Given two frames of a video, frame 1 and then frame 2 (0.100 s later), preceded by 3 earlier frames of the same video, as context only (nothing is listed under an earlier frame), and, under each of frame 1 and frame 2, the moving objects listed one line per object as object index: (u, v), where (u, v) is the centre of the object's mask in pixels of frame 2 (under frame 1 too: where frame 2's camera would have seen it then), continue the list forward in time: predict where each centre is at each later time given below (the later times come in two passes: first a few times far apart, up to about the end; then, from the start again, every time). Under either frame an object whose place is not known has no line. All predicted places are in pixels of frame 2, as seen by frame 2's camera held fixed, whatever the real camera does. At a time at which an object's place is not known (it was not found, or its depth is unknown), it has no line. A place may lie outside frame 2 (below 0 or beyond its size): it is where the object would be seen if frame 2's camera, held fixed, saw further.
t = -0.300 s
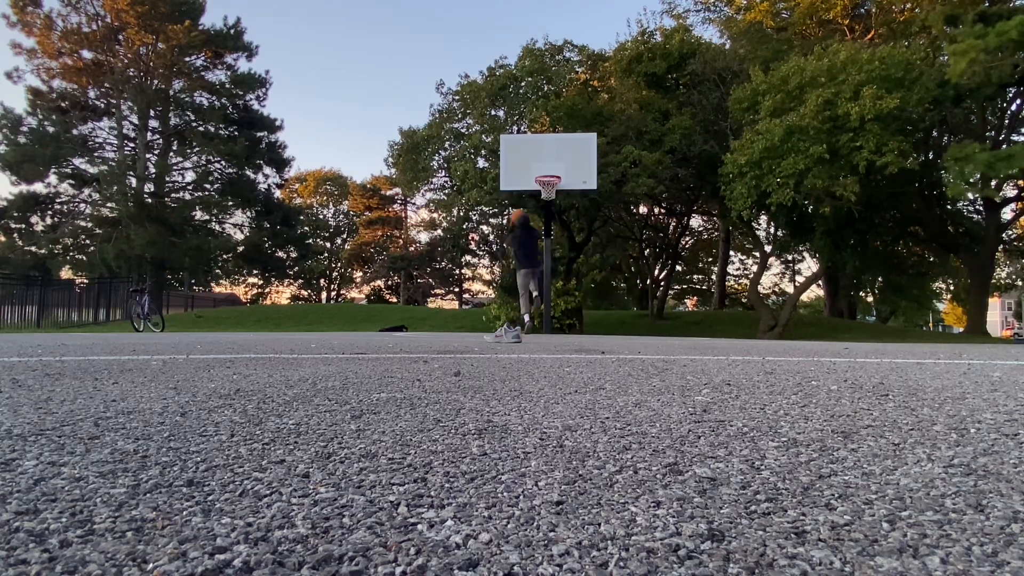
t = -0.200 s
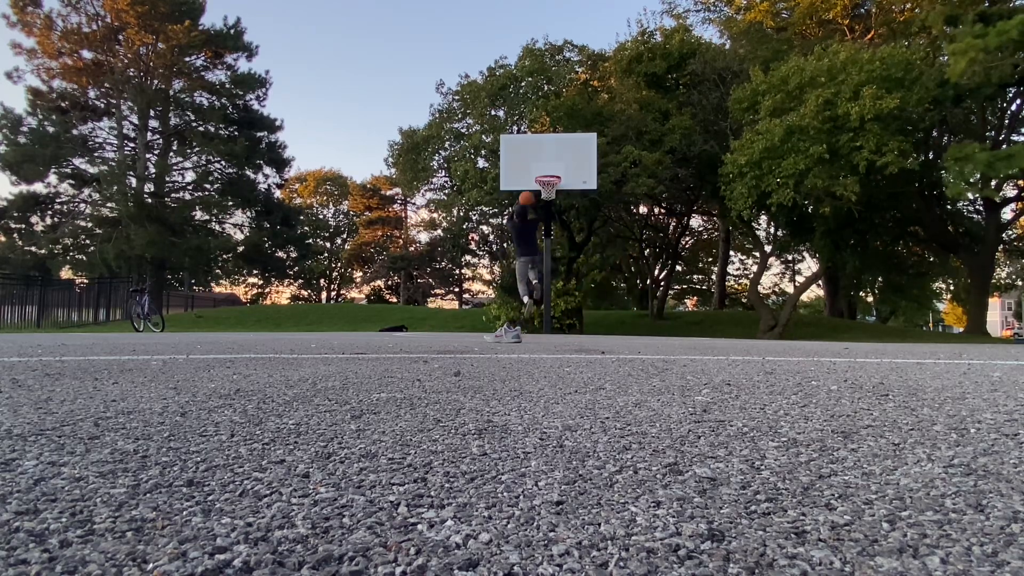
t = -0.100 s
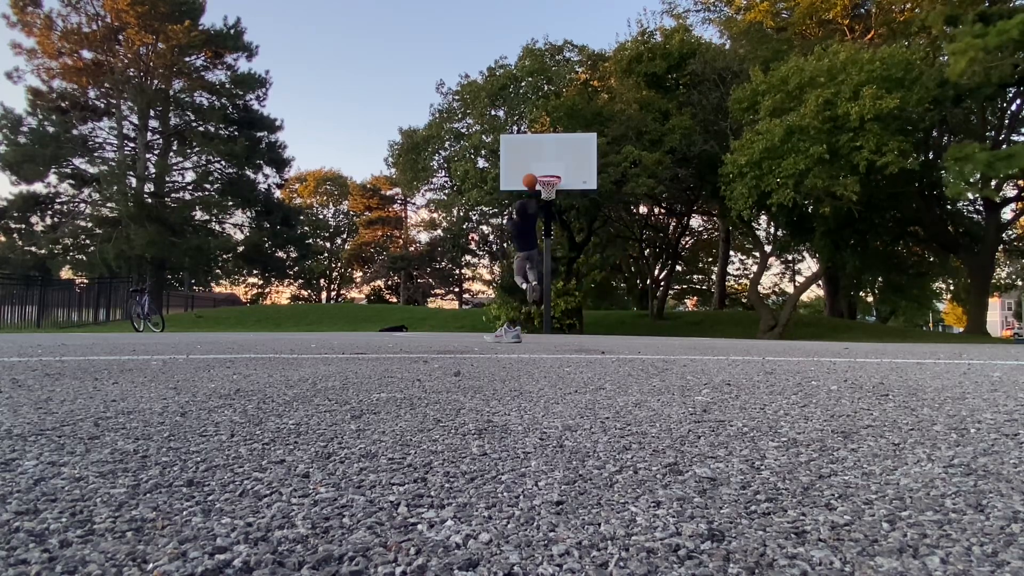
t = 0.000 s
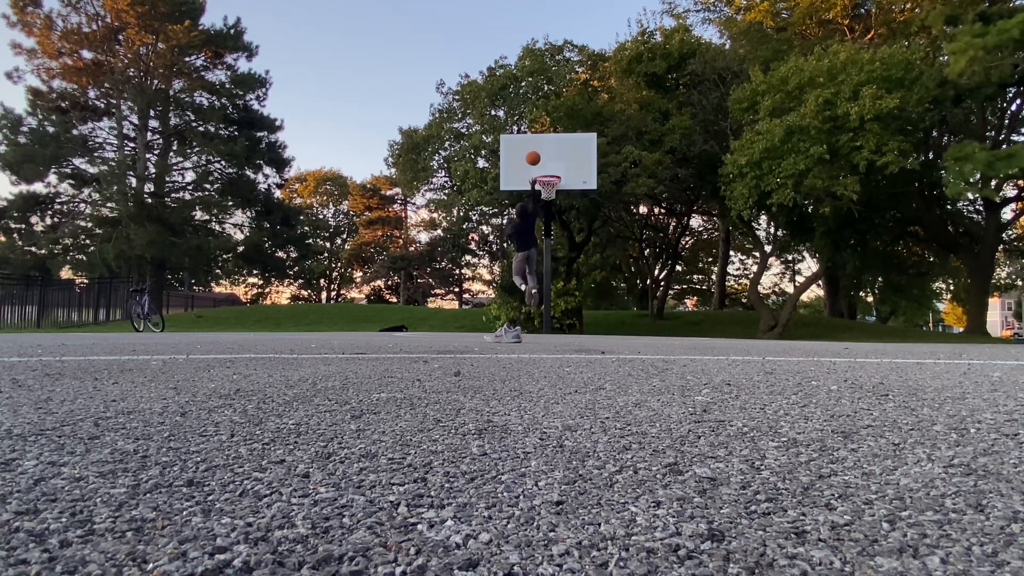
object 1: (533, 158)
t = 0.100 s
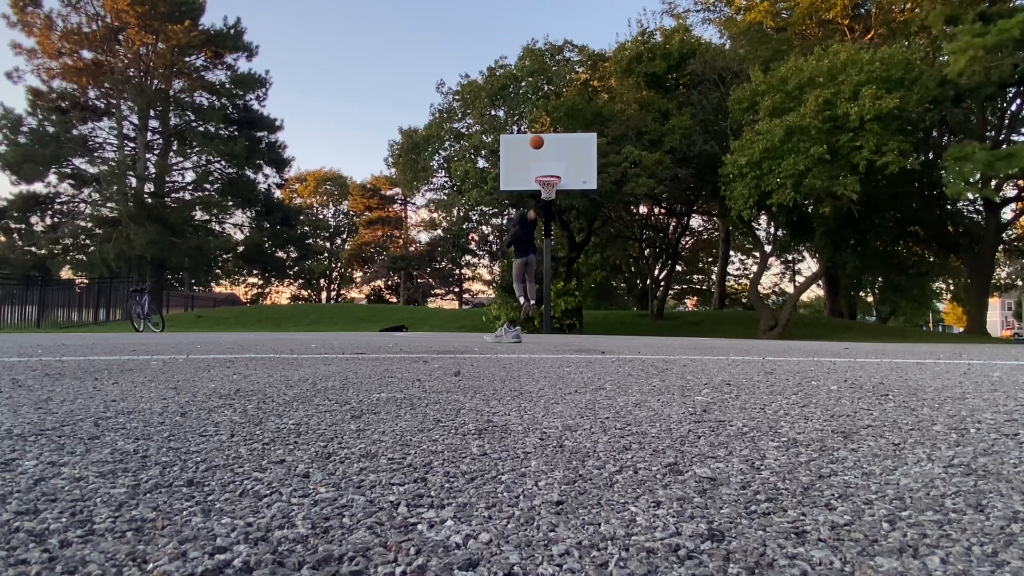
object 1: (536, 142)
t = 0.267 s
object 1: (543, 130)
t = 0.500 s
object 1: (550, 140)
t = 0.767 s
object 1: (555, 165)
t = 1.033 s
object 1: (553, 161)
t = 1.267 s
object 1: (551, 173)
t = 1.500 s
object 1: (546, 201)
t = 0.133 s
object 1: (538, 138)
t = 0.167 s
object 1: (539, 135)
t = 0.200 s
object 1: (540, 133)
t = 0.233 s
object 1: (541, 130)
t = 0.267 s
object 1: (543, 130)
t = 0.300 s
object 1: (543, 129)
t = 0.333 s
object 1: (544, 130)
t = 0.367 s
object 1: (546, 130)
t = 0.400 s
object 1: (547, 132)
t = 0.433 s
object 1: (548, 134)
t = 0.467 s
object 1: (549, 137)
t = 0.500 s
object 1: (550, 140)
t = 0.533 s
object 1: (551, 144)
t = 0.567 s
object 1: (552, 148)
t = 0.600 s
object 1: (553, 152)
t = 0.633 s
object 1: (554, 157)
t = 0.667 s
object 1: (555, 163)
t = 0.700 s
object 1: (556, 169)
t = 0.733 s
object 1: (556, 167)
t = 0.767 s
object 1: (555, 165)
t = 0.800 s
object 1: (555, 163)
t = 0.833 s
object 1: (555, 161)
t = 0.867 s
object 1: (554, 160)
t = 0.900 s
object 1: (554, 160)
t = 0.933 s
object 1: (554, 160)
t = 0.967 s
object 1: (553, 161)
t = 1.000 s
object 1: (553, 161)
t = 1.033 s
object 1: (553, 161)
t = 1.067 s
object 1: (552, 161)
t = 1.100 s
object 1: (552, 161)
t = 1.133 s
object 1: (552, 163)
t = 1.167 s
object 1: (551, 165)
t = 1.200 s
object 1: (551, 167)
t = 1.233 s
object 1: (551, 170)
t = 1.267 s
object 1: (551, 173)
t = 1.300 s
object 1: (551, 176)
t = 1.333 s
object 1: (550, 181)
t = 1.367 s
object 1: (549, 185)
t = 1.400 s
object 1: (548, 189)
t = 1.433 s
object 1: (547, 194)
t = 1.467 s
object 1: (546, 198)
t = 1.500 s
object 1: (546, 201)
